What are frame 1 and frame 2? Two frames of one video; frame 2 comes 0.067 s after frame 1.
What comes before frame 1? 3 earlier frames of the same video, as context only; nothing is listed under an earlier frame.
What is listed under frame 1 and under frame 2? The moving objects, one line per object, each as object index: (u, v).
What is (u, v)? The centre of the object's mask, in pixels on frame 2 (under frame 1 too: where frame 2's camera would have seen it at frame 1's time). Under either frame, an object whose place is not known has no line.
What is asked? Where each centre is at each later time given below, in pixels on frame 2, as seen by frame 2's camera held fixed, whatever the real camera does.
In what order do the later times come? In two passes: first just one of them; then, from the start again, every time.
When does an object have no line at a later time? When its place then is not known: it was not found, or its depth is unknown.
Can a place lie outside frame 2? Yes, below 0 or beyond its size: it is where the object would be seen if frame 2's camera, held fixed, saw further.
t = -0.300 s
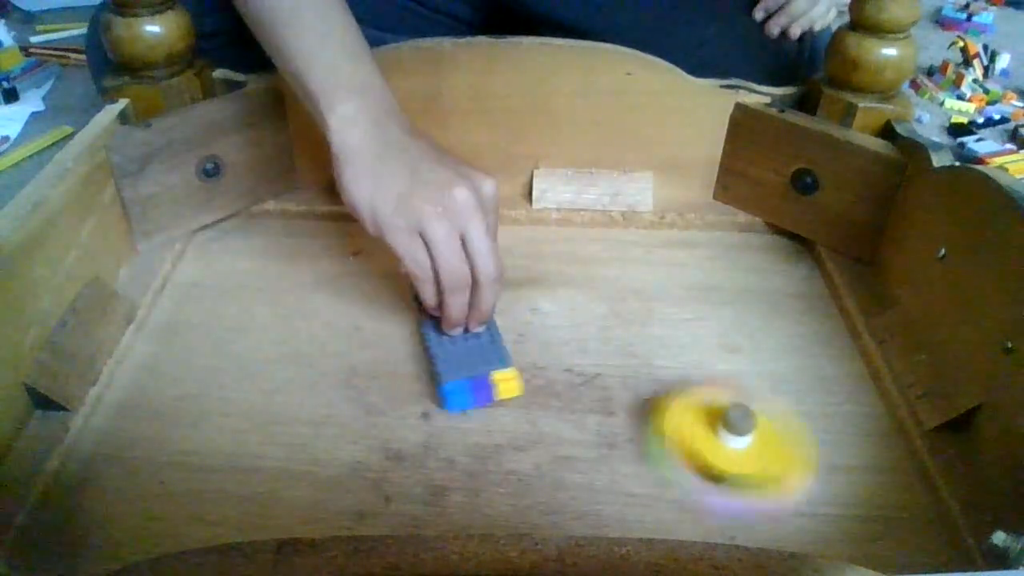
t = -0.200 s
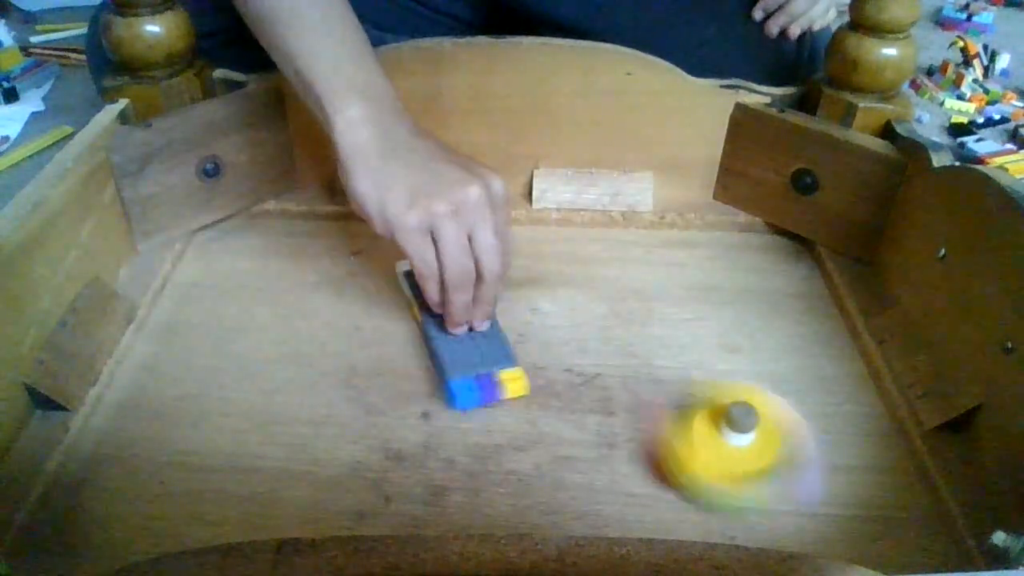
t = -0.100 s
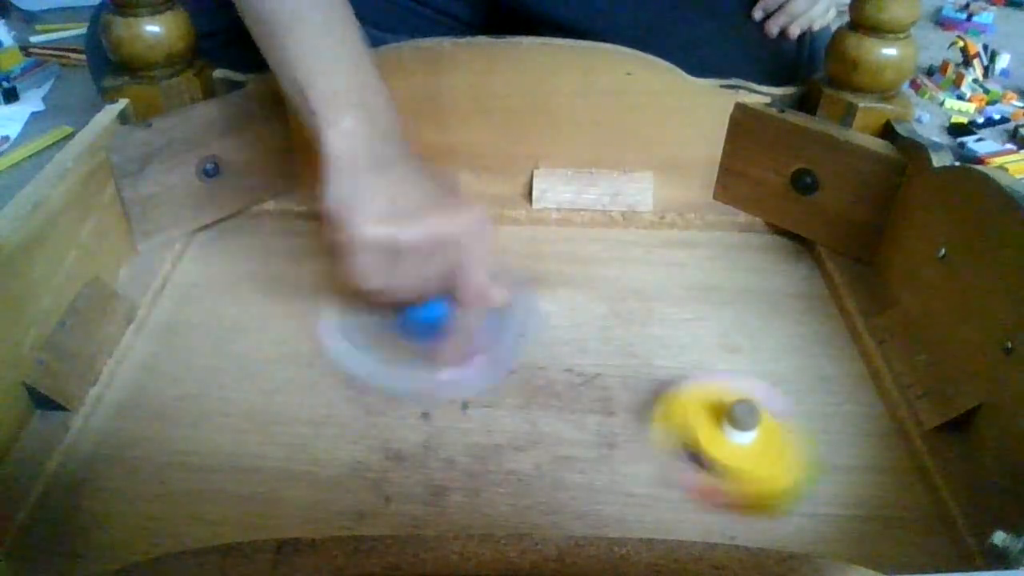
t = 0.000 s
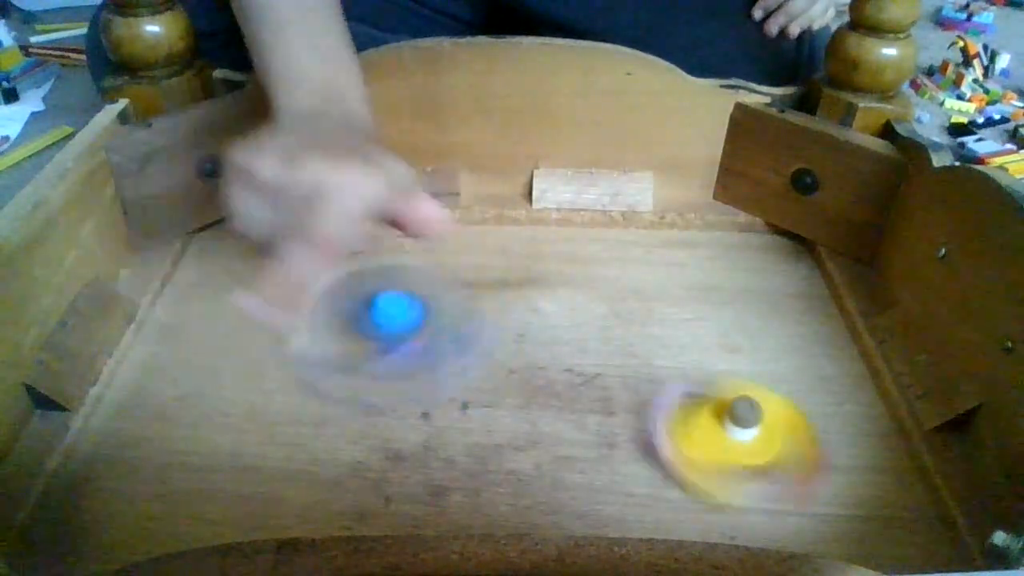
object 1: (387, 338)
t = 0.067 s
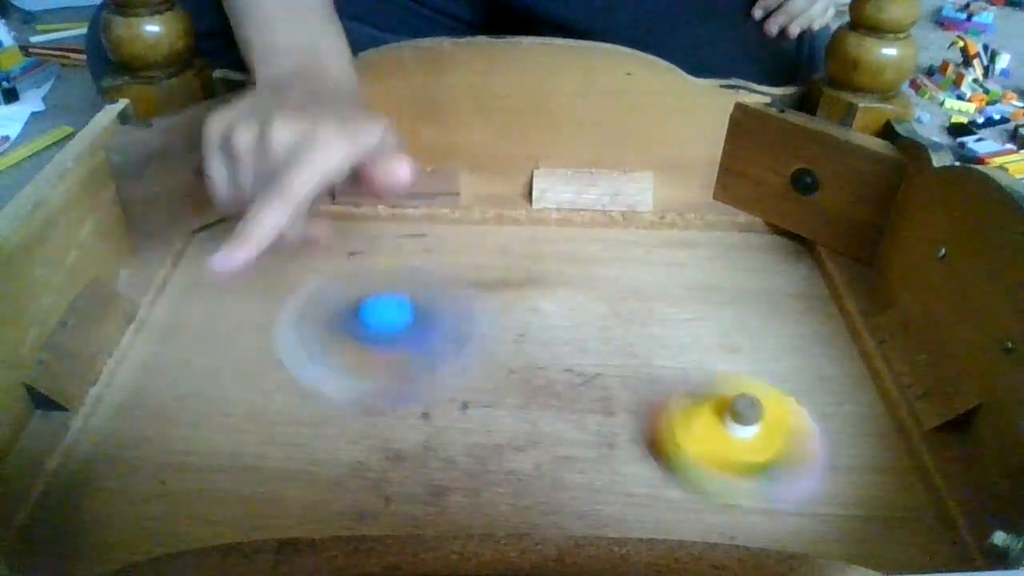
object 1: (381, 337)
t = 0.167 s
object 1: (371, 338)
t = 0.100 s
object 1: (383, 336)
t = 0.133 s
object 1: (384, 340)
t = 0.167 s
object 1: (371, 338)
